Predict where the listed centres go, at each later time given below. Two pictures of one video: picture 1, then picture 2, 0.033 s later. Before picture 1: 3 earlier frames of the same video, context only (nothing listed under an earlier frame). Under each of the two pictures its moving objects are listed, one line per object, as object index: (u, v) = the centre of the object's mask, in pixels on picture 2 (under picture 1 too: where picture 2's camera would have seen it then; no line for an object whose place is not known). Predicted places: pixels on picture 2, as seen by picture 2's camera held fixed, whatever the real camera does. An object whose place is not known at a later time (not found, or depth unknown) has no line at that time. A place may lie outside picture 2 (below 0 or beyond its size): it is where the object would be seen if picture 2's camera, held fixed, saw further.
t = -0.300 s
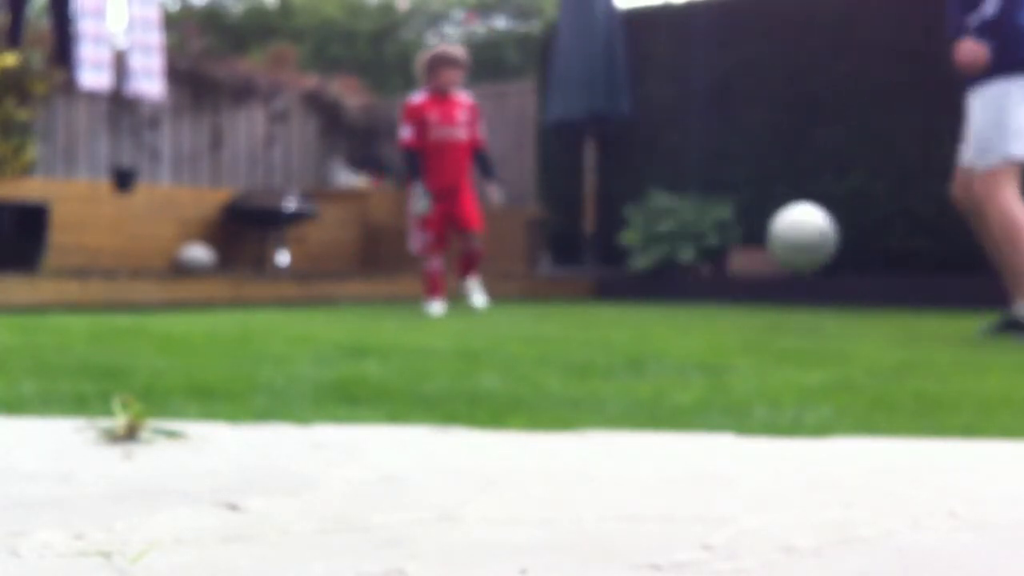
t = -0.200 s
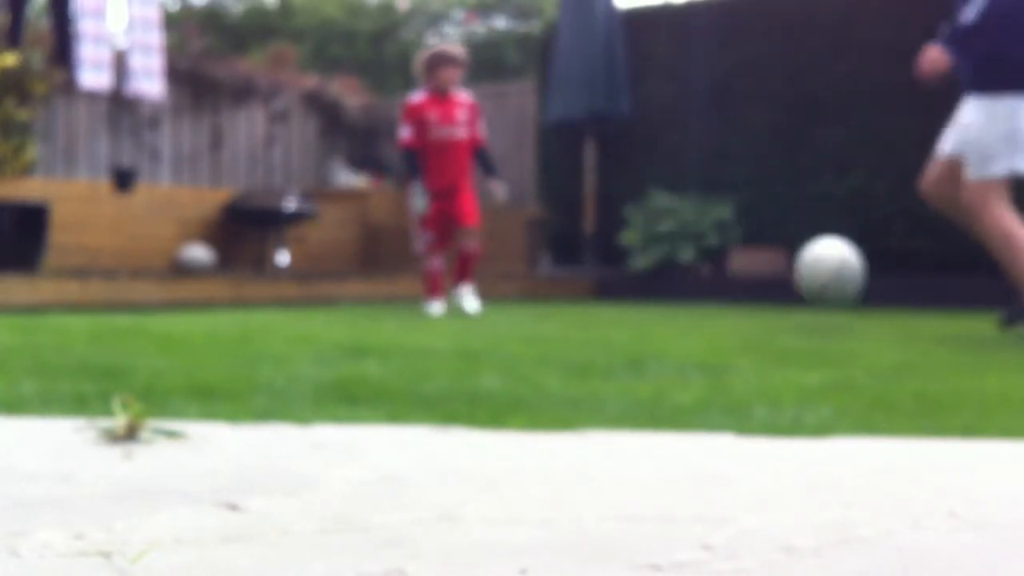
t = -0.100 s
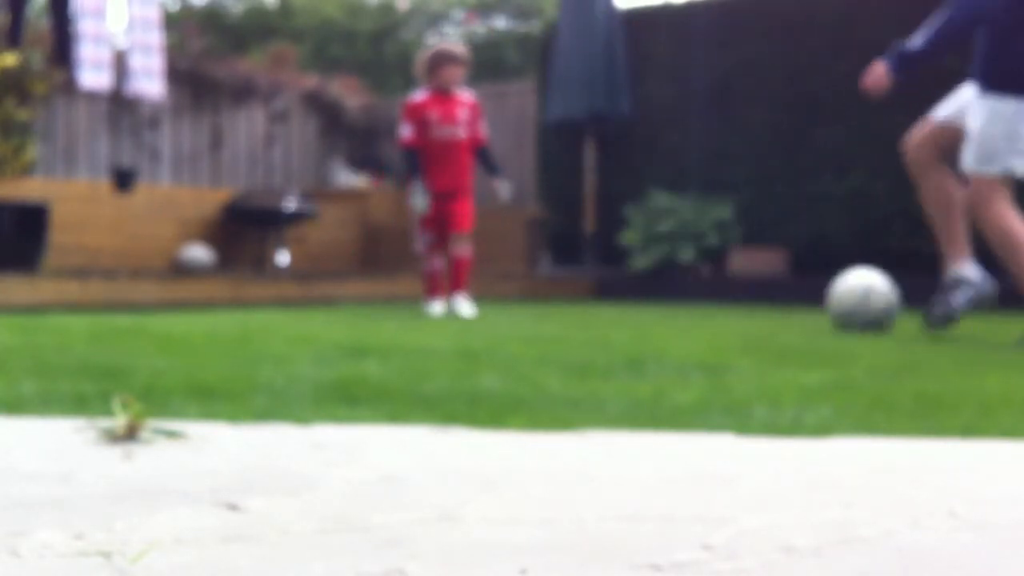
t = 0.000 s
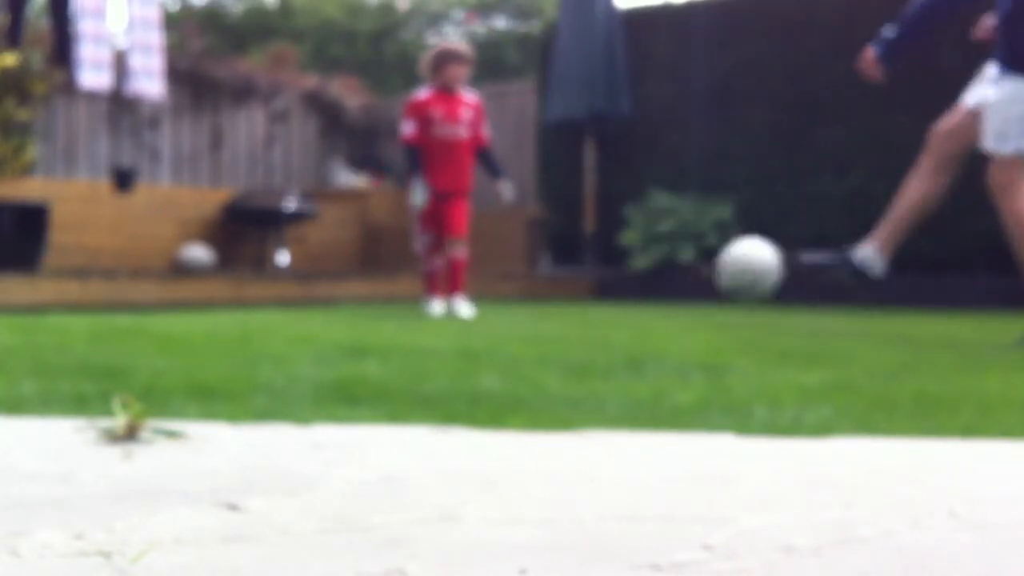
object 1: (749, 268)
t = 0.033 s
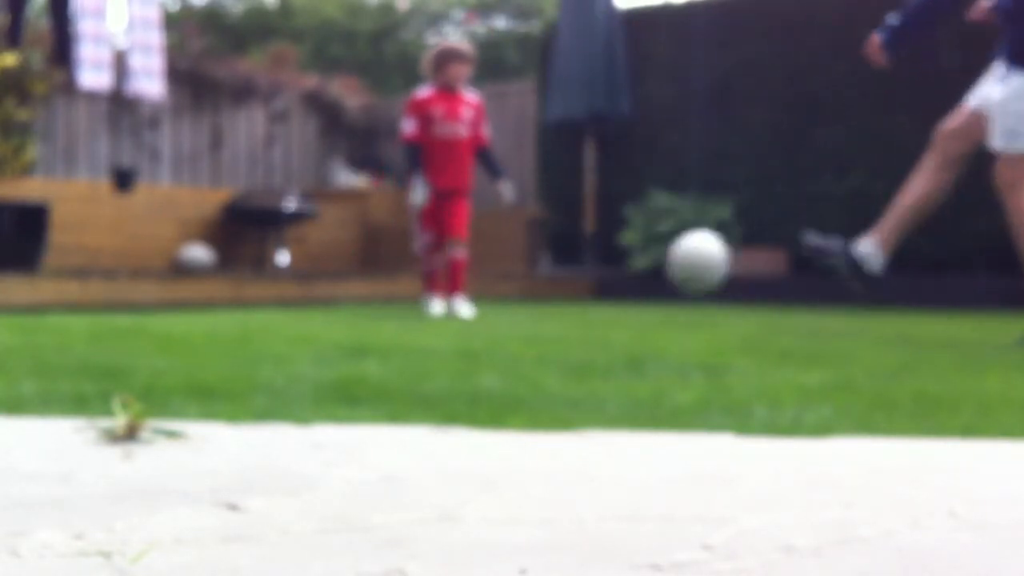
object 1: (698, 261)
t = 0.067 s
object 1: (652, 257)
